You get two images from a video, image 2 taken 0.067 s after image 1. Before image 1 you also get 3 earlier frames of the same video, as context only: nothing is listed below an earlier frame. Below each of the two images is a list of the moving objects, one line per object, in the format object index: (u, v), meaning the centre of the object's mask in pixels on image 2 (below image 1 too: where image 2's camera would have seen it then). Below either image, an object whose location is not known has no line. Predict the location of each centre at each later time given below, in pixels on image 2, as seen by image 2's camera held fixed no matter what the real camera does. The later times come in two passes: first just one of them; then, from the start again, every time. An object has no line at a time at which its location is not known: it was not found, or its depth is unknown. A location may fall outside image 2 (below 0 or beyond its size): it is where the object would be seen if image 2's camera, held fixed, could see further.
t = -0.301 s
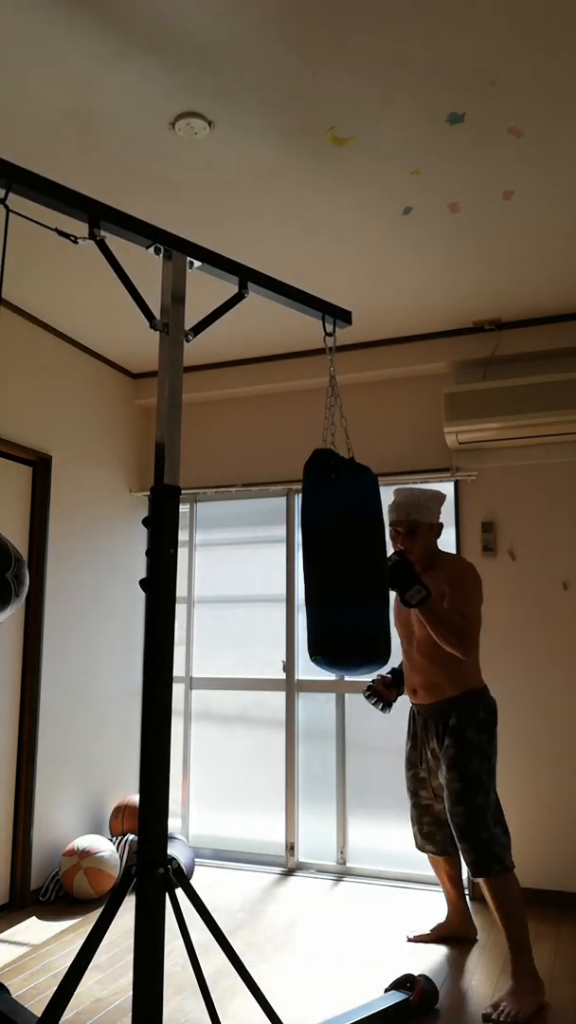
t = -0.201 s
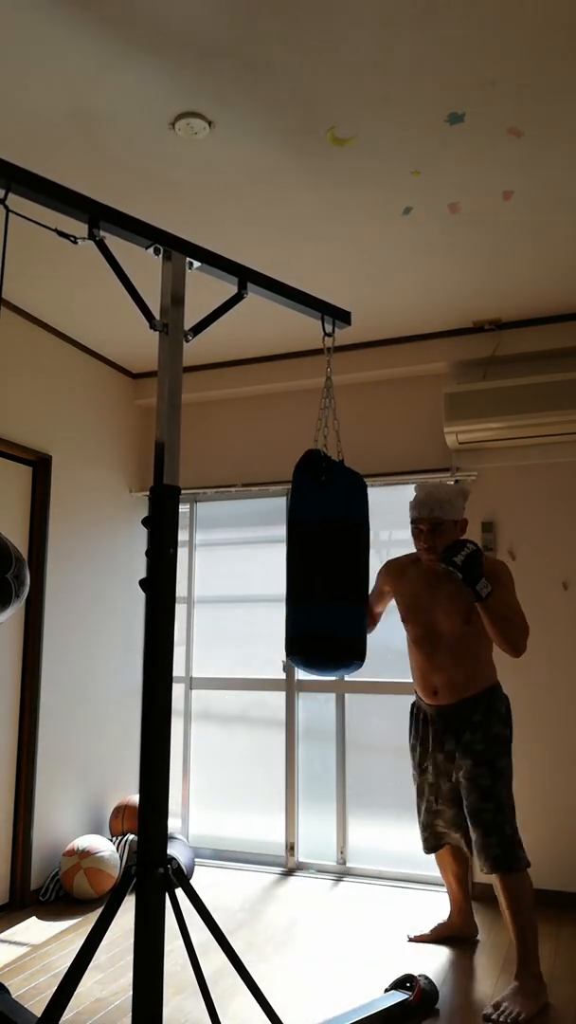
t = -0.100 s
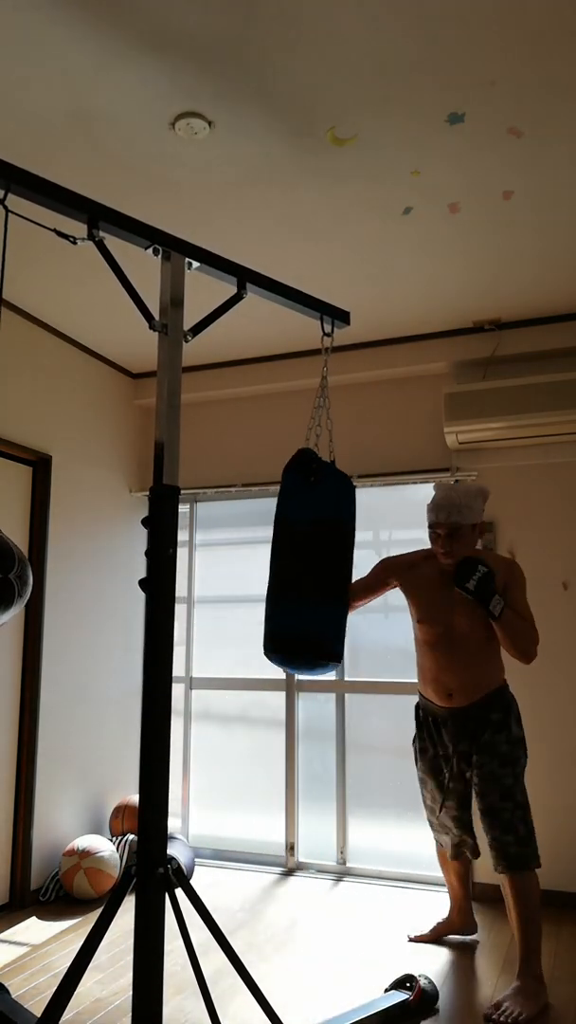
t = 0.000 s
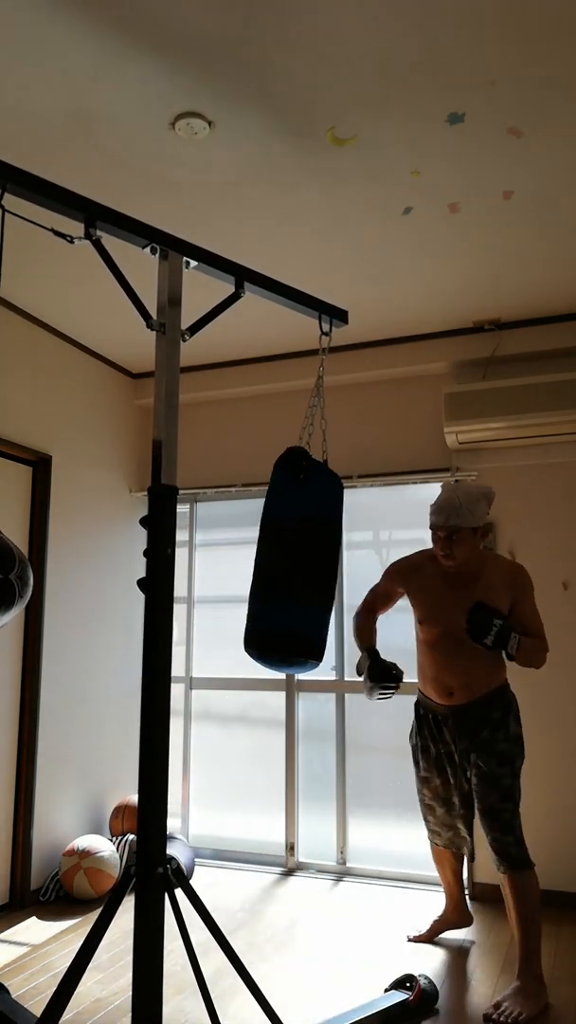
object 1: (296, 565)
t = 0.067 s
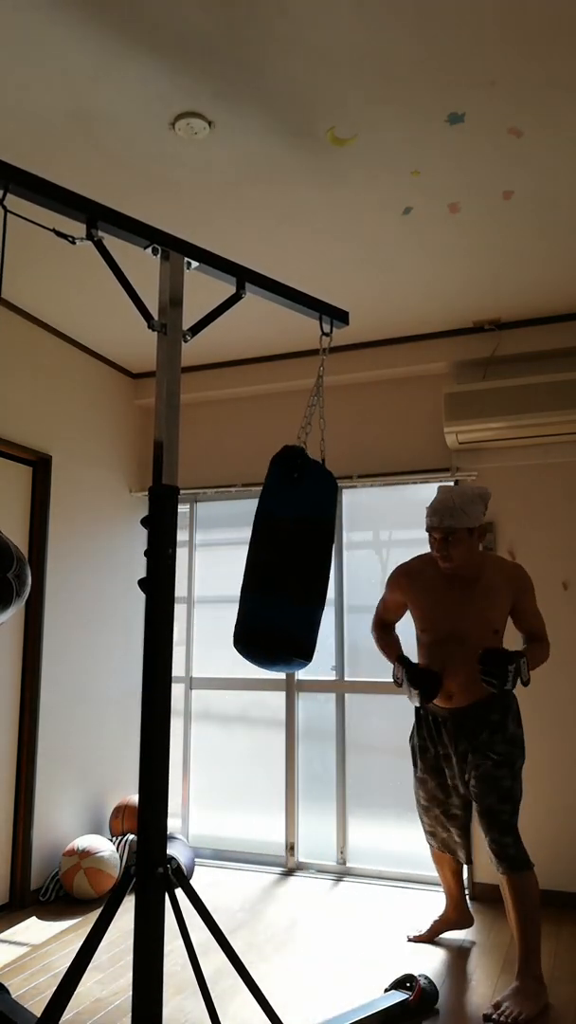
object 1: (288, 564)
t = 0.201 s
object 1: (279, 562)
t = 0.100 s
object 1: (285, 563)
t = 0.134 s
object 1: (282, 563)
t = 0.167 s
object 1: (280, 562)
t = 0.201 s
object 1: (279, 562)
